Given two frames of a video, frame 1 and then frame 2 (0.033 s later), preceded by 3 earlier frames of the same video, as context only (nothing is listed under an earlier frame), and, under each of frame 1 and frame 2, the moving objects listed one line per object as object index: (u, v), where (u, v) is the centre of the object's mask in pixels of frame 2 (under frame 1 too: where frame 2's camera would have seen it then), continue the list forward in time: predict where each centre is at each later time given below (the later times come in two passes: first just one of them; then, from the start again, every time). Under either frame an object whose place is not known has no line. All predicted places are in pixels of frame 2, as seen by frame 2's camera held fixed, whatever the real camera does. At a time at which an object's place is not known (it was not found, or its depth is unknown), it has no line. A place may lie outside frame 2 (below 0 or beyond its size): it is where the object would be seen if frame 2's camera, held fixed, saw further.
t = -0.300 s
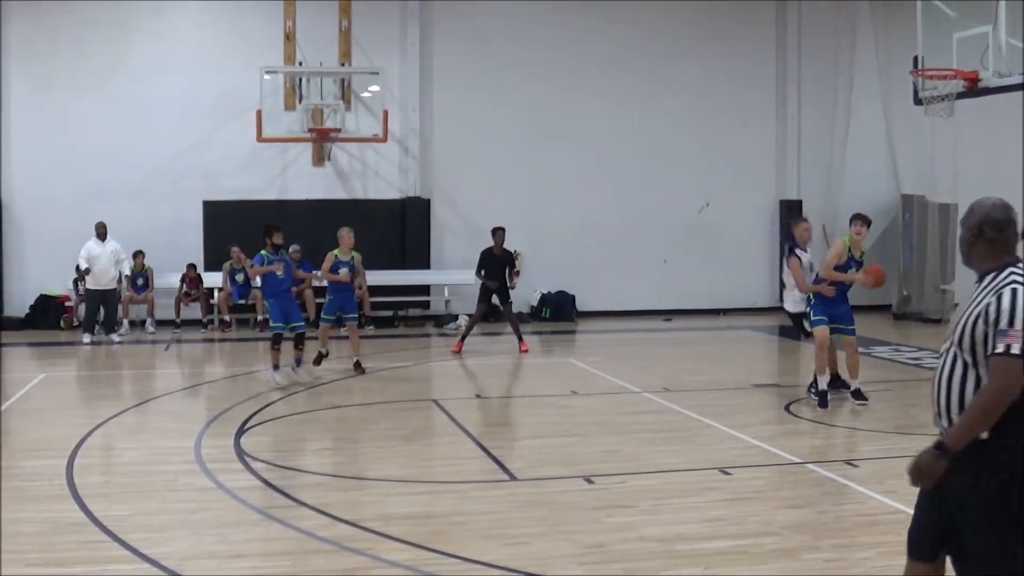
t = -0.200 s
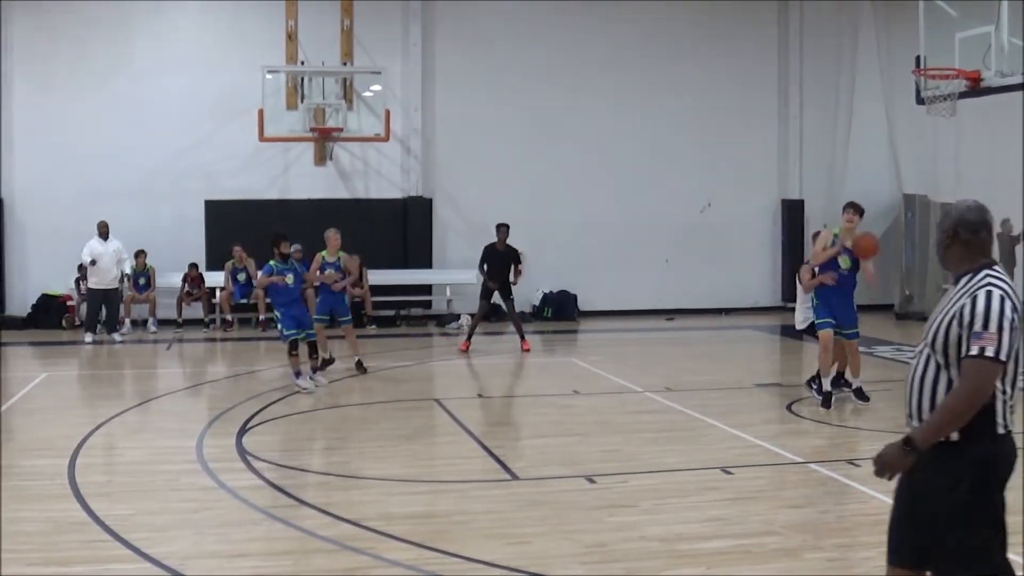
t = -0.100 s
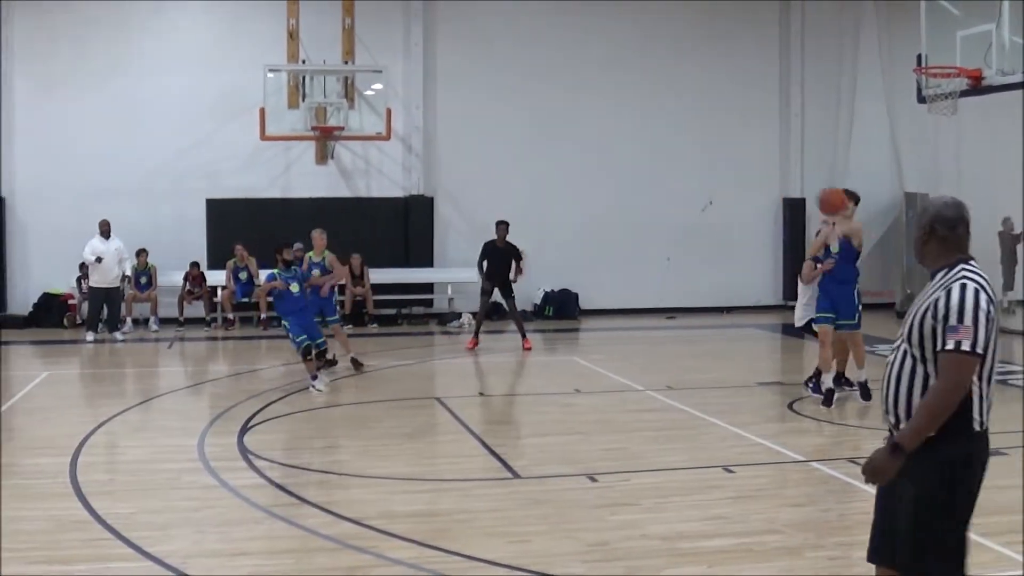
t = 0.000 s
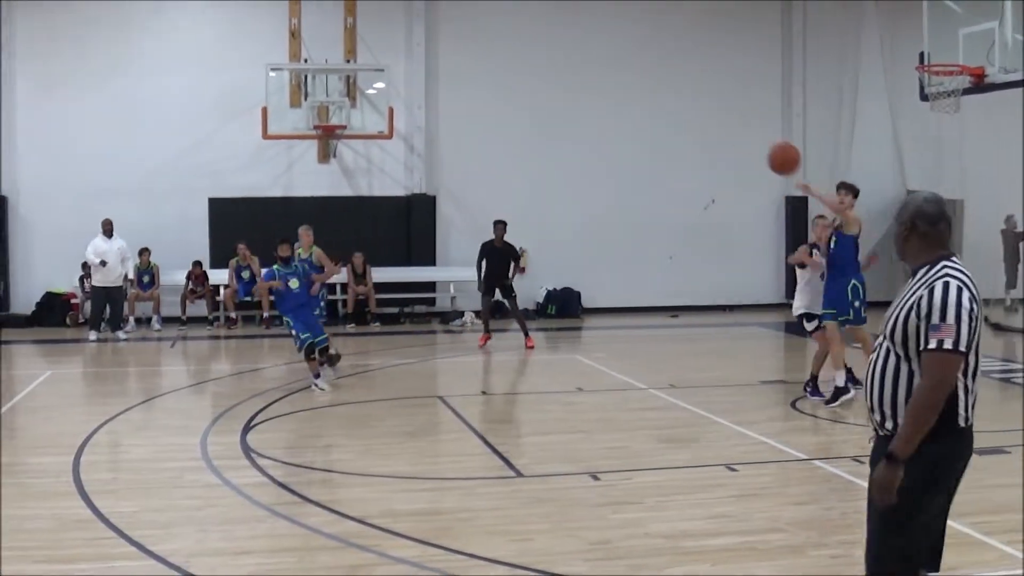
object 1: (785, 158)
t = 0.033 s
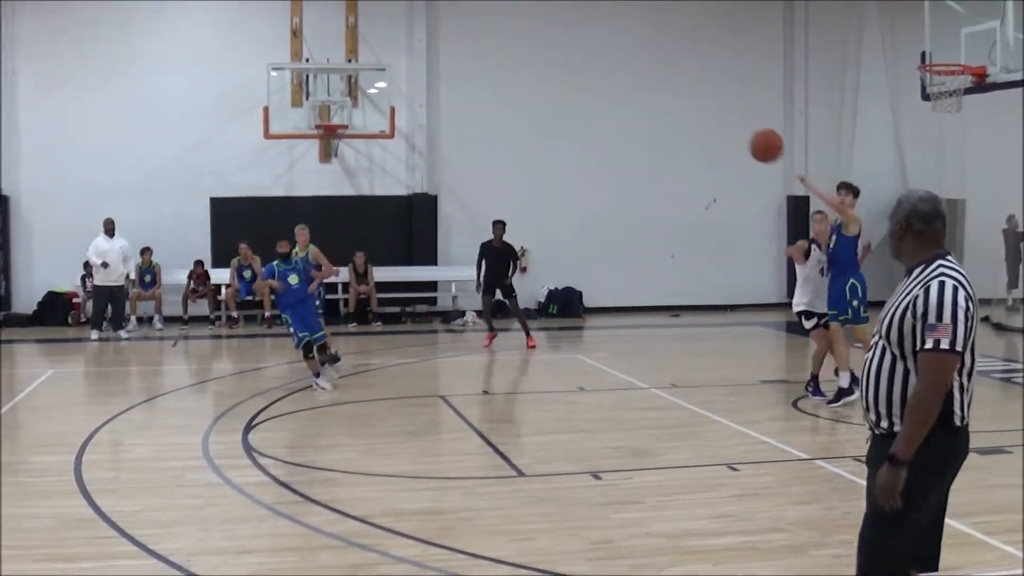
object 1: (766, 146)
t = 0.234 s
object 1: (616, 84)
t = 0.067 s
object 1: (746, 134)
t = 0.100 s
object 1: (723, 122)
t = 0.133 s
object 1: (700, 111)
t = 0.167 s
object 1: (674, 101)
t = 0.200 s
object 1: (646, 93)
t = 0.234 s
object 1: (616, 84)
